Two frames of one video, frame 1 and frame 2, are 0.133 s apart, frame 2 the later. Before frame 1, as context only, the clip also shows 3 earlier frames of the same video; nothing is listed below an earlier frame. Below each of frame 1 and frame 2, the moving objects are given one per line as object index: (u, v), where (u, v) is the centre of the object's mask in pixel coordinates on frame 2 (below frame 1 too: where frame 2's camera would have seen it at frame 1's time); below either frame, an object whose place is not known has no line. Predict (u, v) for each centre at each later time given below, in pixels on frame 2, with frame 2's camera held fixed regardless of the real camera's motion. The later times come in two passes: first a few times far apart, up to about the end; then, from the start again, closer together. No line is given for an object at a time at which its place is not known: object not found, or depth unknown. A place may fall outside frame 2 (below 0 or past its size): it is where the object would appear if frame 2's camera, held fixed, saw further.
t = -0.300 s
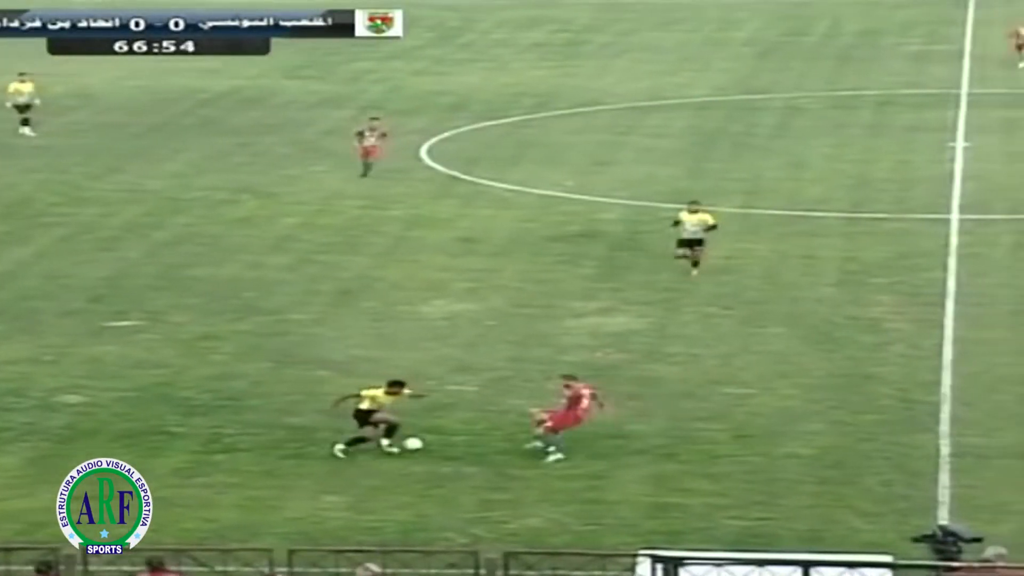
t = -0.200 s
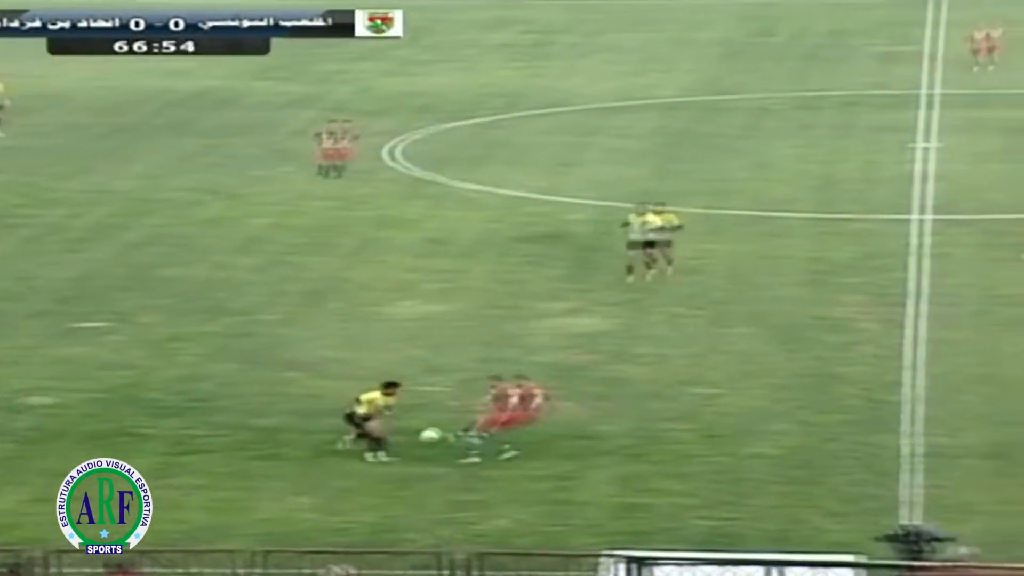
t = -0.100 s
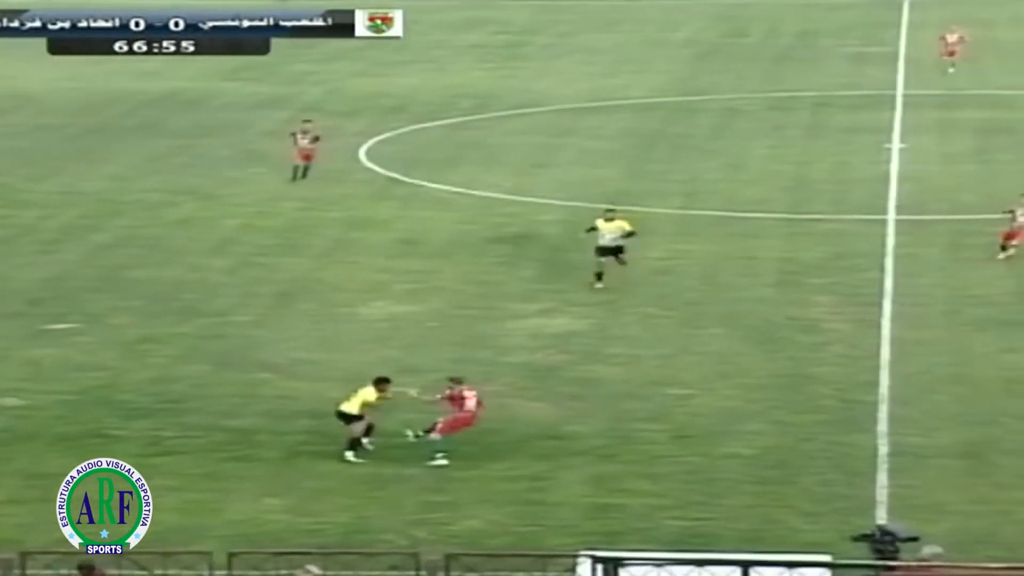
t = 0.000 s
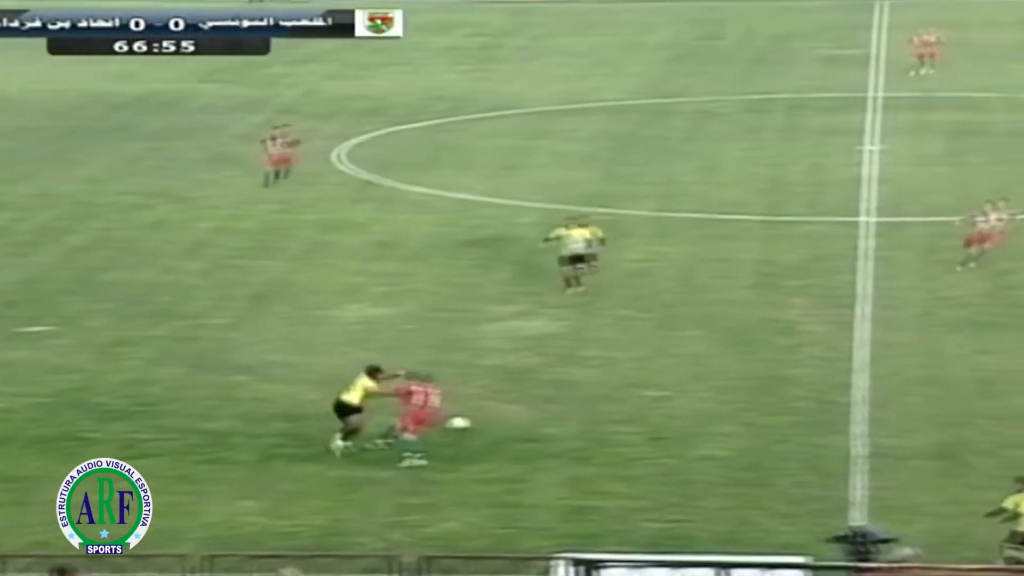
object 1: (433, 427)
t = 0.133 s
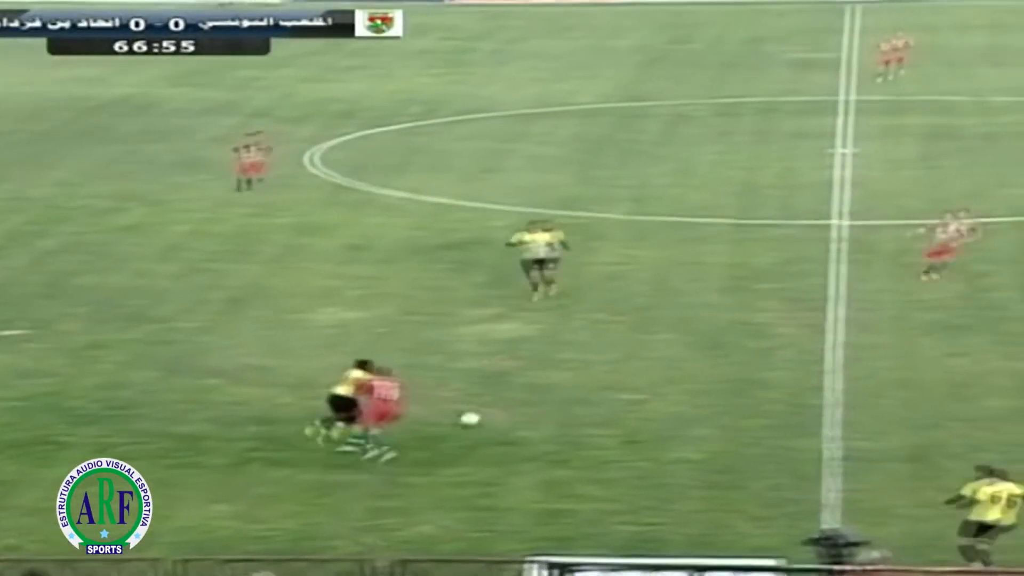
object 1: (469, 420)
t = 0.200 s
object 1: (492, 415)
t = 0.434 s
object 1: (555, 400)
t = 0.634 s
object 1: (605, 395)
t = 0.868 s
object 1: (659, 384)
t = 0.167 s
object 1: (482, 417)
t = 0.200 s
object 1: (492, 415)
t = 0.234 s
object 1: (503, 414)
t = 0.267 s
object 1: (514, 412)
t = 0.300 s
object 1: (519, 412)
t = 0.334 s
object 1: (526, 409)
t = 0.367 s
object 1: (535, 406)
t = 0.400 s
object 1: (546, 403)
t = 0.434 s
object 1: (555, 400)
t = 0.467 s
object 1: (566, 400)
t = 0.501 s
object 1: (570, 399)
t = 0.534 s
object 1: (575, 399)
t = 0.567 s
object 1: (585, 399)
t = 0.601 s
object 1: (595, 397)
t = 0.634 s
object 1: (605, 395)
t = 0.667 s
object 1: (613, 393)
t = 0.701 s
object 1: (618, 392)
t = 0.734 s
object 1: (623, 391)
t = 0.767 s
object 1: (632, 390)
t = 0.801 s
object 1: (642, 388)
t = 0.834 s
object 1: (651, 387)
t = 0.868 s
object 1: (659, 384)
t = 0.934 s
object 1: (668, 382)
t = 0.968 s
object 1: (676, 381)
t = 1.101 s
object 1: (704, 377)
